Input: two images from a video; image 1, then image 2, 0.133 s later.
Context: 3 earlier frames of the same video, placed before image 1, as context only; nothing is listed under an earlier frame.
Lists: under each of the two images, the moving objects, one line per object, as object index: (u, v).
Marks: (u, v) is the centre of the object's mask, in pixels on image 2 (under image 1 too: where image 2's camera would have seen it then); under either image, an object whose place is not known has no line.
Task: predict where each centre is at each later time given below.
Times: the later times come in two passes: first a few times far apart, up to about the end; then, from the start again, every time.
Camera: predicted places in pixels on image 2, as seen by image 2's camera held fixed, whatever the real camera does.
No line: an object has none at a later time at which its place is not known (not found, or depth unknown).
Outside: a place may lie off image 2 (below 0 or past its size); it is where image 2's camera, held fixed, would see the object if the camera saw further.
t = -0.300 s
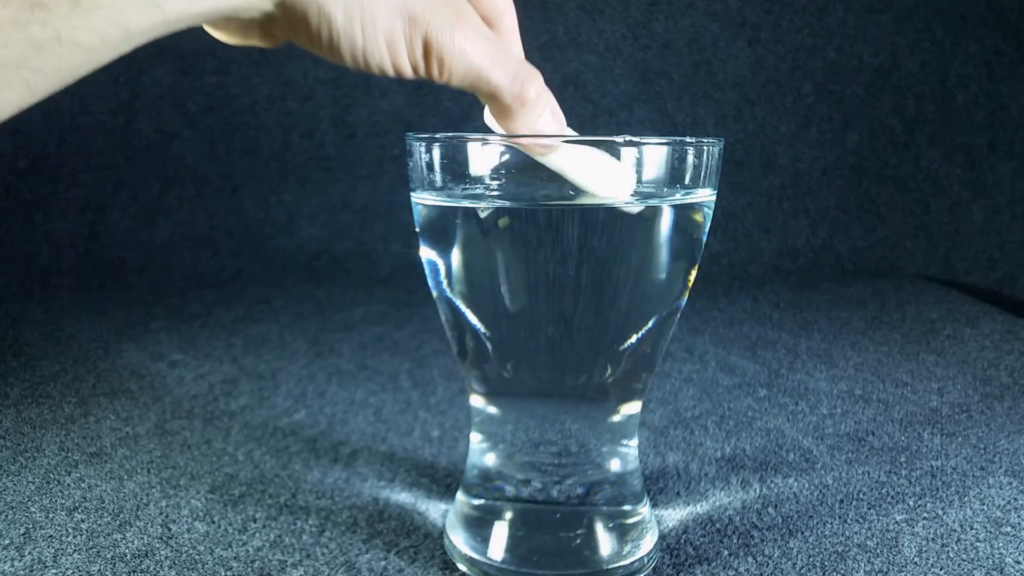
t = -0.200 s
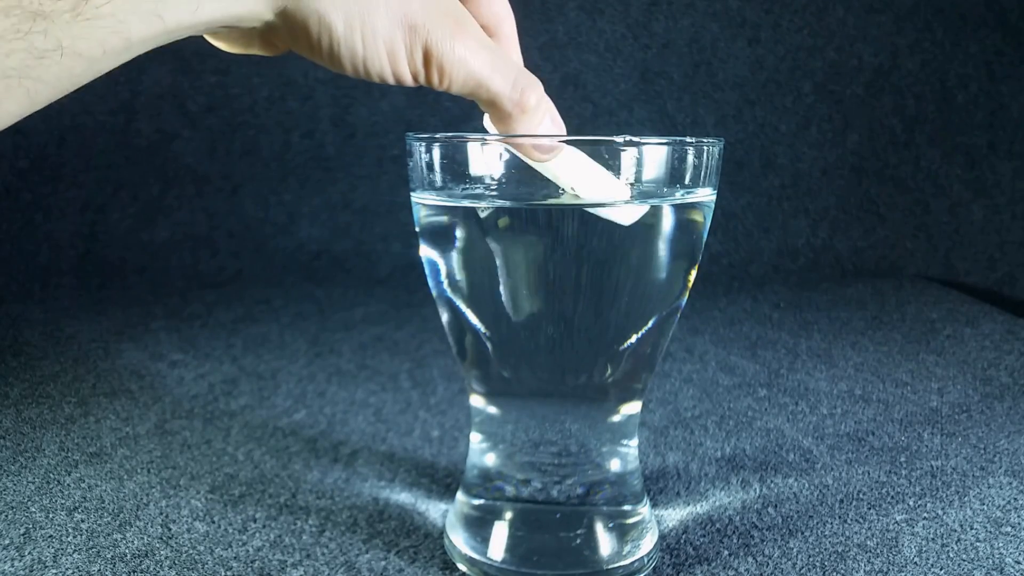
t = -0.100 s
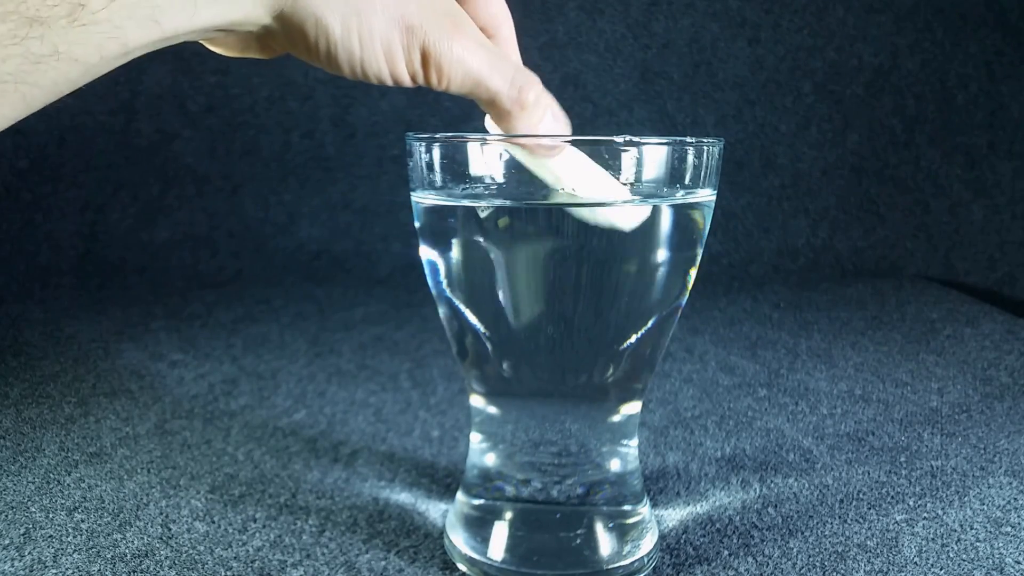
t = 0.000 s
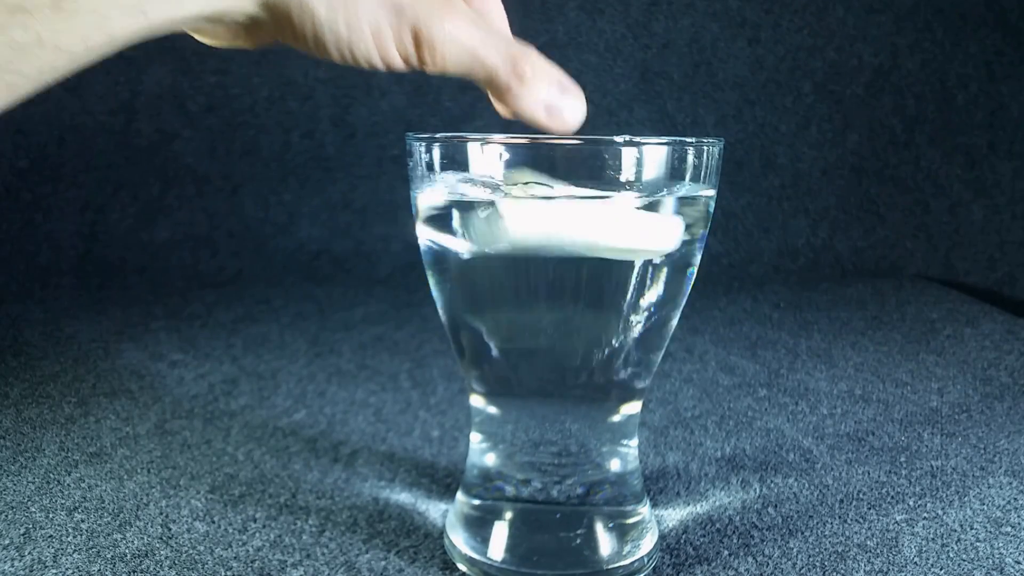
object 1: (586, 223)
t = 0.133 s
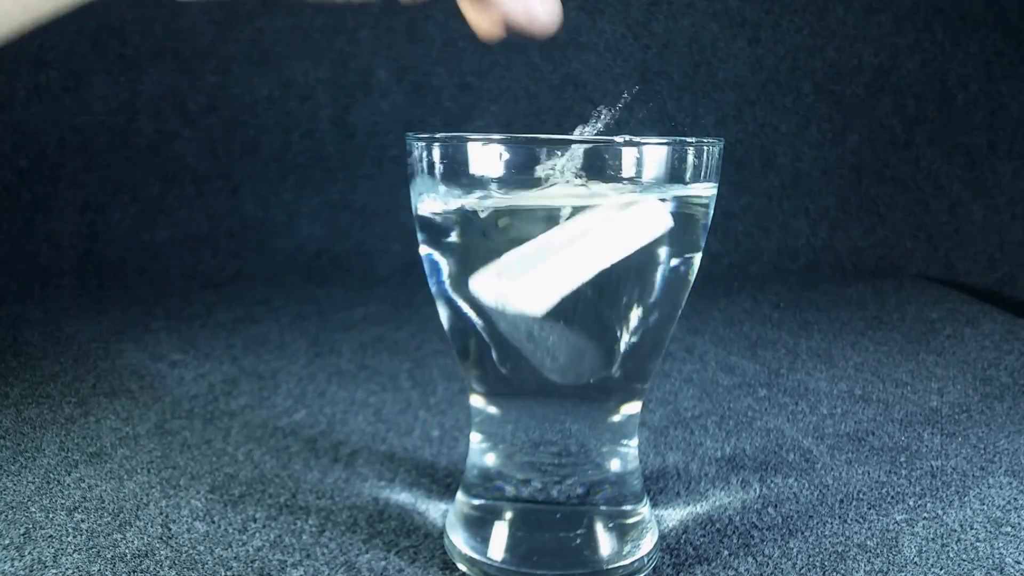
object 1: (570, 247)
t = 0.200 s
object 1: (564, 250)
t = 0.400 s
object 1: (563, 267)
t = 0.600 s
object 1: (571, 269)
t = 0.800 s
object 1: (567, 265)
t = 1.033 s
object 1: (569, 267)
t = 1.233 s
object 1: (567, 274)
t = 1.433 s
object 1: (572, 260)
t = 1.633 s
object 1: (573, 239)
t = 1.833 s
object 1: (578, 254)
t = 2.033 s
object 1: (577, 252)
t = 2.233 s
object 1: (577, 240)
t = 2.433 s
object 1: (574, 240)
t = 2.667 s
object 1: (576, 234)
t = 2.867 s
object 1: (575, 224)
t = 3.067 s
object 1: (568, 217)
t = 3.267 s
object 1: (566, 220)
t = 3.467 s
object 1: (563, 215)
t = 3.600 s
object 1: (560, 215)
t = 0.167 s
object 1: (564, 249)
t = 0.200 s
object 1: (564, 250)
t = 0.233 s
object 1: (566, 254)
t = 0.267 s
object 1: (566, 262)
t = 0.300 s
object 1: (565, 262)
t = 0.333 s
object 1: (565, 262)
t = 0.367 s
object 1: (564, 268)
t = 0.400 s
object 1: (563, 267)
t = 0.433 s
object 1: (563, 277)
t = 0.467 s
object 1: (565, 262)
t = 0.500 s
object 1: (568, 264)
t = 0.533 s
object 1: (570, 268)
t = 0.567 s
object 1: (571, 271)
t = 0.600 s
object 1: (571, 269)
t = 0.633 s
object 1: (569, 269)
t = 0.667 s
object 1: (567, 266)
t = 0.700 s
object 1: (566, 273)
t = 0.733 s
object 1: (565, 272)
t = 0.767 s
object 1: (566, 272)
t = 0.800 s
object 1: (567, 265)
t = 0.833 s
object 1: (568, 266)
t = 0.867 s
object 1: (570, 269)
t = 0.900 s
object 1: (570, 269)
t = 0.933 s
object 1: (569, 275)
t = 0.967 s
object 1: (569, 266)
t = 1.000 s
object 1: (568, 277)
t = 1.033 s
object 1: (569, 267)
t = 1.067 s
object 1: (569, 271)
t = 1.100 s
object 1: (569, 272)
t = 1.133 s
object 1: (568, 275)
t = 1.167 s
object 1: (568, 272)
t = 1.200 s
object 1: (566, 276)
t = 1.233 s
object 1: (567, 274)
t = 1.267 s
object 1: (567, 273)
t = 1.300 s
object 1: (569, 271)
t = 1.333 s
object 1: (571, 269)
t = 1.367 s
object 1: (573, 266)
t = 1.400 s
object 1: (573, 262)
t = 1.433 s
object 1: (572, 260)
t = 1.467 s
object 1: (570, 252)
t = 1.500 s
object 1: (567, 255)
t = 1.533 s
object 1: (567, 251)
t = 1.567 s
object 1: (568, 241)
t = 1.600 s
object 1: (570, 240)
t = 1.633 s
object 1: (573, 239)
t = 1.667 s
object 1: (575, 241)
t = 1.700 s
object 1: (576, 243)
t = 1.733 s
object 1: (579, 252)
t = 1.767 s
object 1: (579, 253)
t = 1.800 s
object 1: (579, 253)
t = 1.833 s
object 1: (578, 254)
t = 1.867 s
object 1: (577, 254)
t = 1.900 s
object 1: (576, 254)
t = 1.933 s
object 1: (575, 254)
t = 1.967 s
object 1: (575, 254)
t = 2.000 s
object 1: (576, 253)
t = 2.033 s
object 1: (577, 252)
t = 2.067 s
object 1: (578, 250)
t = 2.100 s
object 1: (579, 249)
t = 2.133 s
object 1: (579, 248)
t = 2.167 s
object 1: (577, 243)
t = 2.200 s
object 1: (578, 246)
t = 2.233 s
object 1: (577, 240)
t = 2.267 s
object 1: (576, 240)
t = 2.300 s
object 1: (575, 239)
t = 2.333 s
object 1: (574, 238)
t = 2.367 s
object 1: (574, 242)
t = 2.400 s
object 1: (574, 237)
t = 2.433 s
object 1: (574, 240)
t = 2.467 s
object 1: (575, 237)
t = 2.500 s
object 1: (576, 236)
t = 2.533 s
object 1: (578, 239)
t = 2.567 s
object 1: (579, 238)
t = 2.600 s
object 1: (579, 237)
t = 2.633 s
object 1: (578, 235)
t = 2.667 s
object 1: (576, 234)
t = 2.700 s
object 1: (572, 229)
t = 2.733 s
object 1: (573, 230)
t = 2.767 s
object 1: (573, 228)
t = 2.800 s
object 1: (574, 226)
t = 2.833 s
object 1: (574, 225)
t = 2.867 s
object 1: (575, 224)
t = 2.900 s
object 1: (576, 224)
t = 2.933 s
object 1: (576, 223)
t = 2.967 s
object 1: (575, 223)
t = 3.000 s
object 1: (572, 223)
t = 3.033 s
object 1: (570, 223)
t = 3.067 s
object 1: (568, 217)
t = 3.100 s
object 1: (567, 218)
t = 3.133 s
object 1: (566, 216)
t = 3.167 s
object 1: (564, 216)
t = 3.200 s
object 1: (564, 216)
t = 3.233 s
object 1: (564, 216)
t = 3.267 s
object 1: (566, 220)
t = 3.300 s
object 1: (567, 217)
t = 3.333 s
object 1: (568, 217)
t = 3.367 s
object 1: (568, 216)
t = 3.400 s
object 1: (567, 216)
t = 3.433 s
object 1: (565, 215)
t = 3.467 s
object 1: (563, 215)
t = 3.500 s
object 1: (562, 215)
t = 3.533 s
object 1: (561, 215)
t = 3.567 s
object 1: (562, 219)
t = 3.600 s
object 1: (560, 215)
